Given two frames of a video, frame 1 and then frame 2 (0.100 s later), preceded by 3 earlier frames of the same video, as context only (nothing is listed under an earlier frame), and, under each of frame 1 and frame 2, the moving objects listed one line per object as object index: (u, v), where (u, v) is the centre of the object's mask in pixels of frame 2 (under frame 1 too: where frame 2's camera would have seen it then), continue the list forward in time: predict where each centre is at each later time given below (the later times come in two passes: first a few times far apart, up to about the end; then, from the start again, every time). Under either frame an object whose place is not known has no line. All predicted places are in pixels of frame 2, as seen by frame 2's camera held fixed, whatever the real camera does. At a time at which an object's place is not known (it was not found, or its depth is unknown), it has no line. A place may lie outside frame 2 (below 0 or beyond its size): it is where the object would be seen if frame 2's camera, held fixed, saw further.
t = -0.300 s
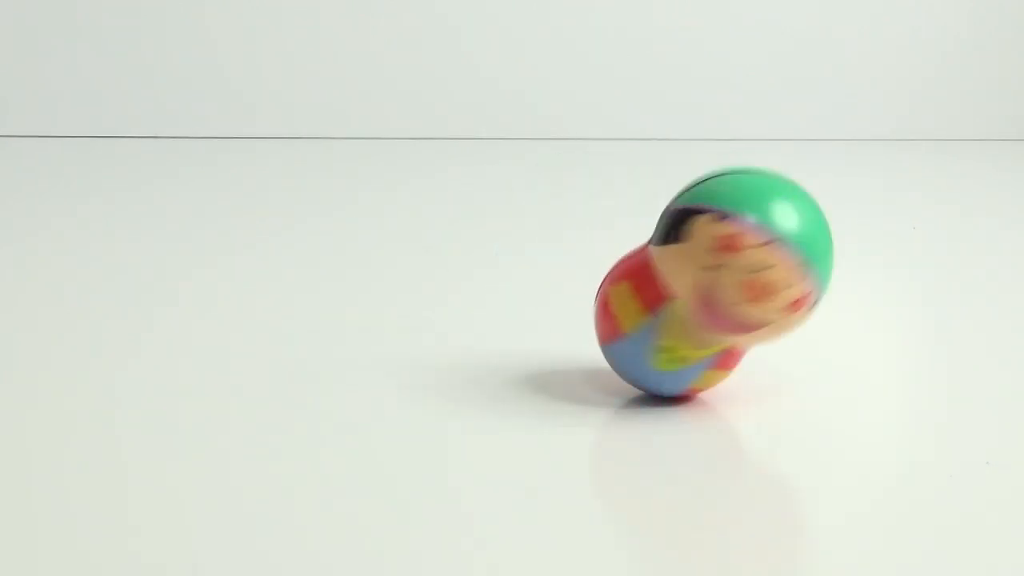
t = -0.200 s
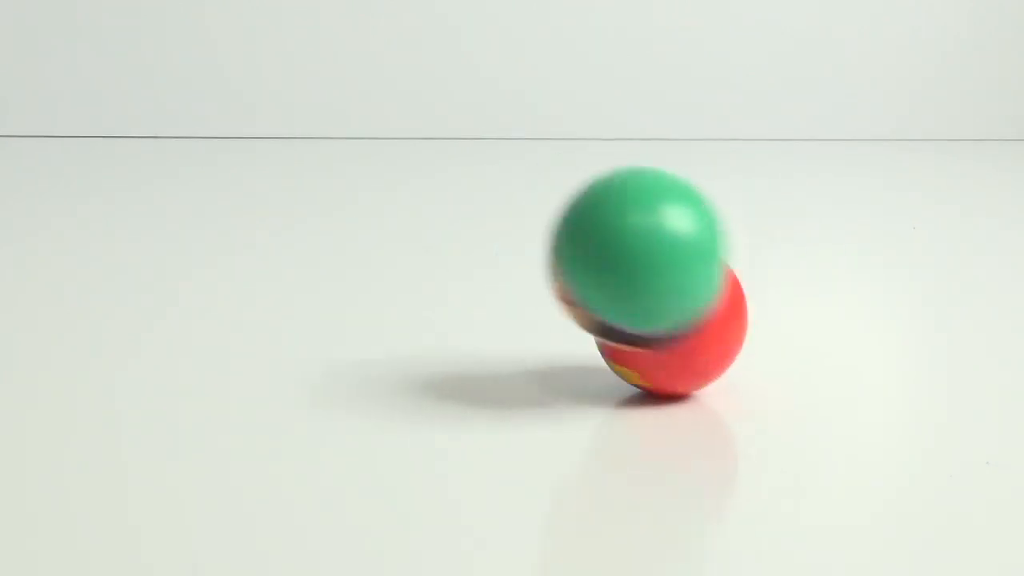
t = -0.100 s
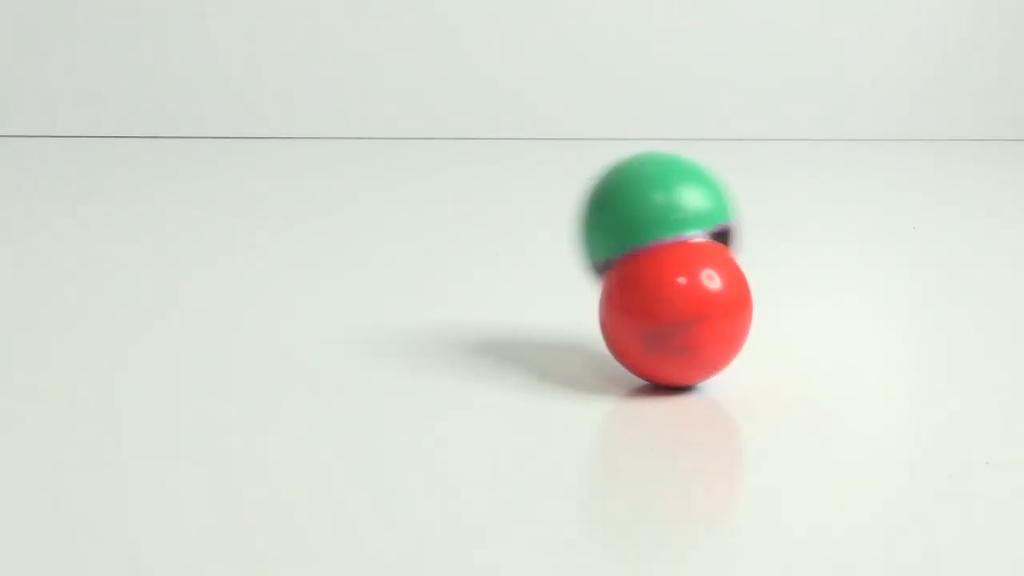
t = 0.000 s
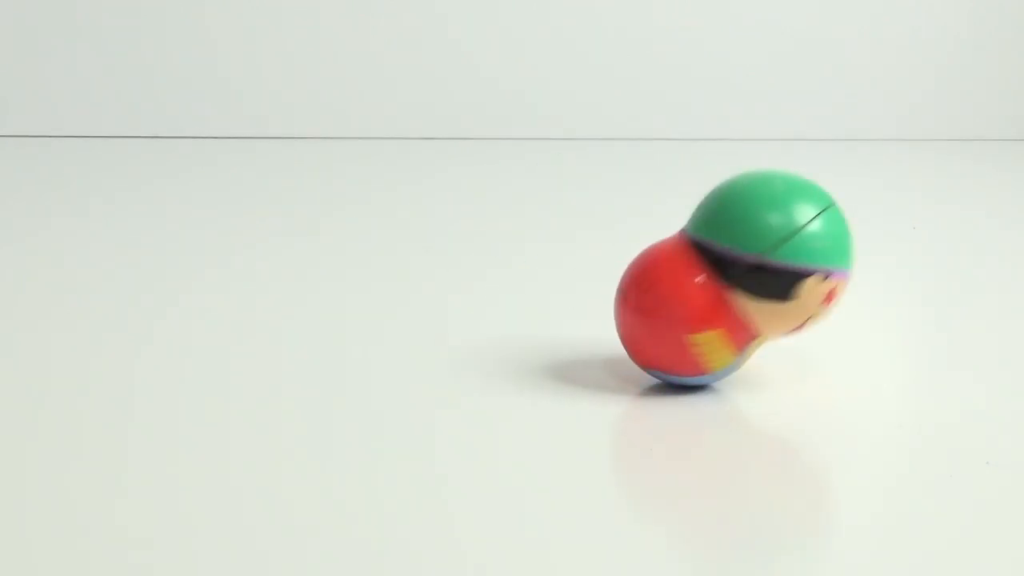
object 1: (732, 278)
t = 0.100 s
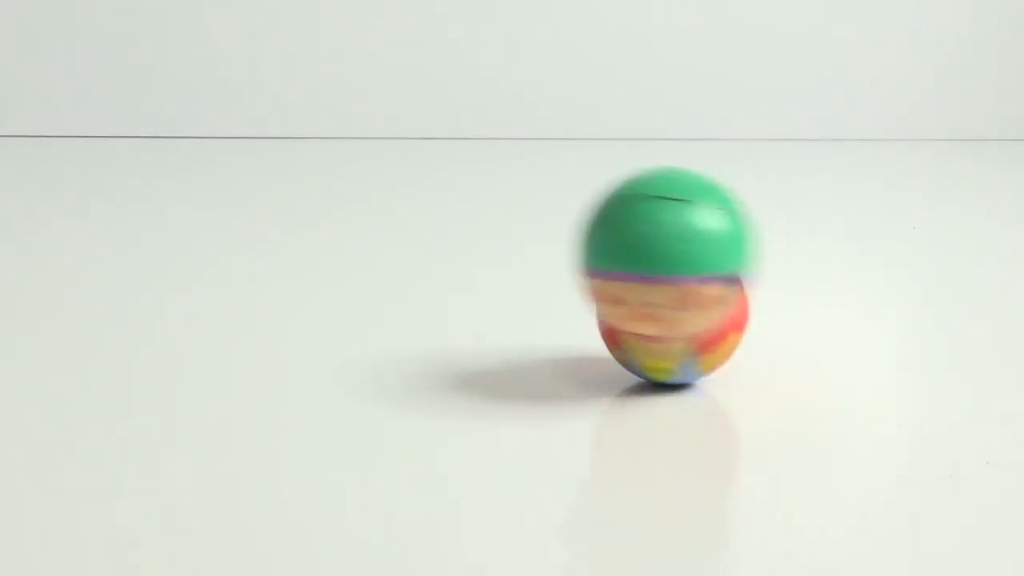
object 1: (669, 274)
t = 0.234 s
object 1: (651, 266)
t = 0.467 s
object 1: (598, 263)
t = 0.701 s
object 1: (644, 272)
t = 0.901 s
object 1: (663, 268)
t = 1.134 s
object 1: (643, 266)
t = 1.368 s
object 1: (697, 273)
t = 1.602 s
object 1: (725, 268)
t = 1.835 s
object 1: (634, 262)
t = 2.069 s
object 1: (667, 263)
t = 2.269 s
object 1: (660, 259)
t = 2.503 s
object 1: (598, 265)
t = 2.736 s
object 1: (684, 268)
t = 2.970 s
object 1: (659, 262)
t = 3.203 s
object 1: (657, 268)
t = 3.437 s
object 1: (693, 258)
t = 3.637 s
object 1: (595, 261)
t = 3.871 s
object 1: (659, 269)
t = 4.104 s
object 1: (653, 264)
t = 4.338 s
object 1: (712, 273)
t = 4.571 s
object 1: (782, 269)
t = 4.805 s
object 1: (732, 257)
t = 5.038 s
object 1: (700, 253)
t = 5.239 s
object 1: (643, 257)
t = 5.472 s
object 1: (665, 271)
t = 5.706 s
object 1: (687, 259)
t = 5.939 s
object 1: (638, 254)
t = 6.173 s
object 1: (626, 257)
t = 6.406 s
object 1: (634, 268)
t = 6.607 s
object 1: (666, 263)
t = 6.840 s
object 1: (679, 260)
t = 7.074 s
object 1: (622, 260)
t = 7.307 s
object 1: (668, 269)
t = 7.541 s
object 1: (638, 266)
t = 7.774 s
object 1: (648, 266)
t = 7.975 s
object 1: (701, 269)
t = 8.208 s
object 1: (683, 264)
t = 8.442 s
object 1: (664, 264)
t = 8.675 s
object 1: (674, 264)
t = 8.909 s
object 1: (678, 264)
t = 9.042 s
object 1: (682, 264)
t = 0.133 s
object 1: (638, 271)
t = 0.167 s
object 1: (625, 267)
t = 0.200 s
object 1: (632, 266)
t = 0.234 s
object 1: (651, 266)
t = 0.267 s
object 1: (672, 266)
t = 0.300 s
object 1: (690, 267)
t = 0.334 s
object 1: (698, 267)
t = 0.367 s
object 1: (688, 267)
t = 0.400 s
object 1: (661, 266)
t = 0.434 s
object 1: (625, 264)
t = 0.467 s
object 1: (598, 263)
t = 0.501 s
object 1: (593, 261)
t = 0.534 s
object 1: (606, 259)
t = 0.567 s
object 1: (628, 258)
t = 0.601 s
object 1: (650, 259)
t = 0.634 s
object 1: (665, 261)
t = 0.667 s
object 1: (664, 267)
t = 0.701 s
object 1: (644, 272)
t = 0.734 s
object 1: (614, 276)
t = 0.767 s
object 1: (594, 276)
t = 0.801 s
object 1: (592, 272)
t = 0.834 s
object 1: (607, 268)
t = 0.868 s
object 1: (633, 267)
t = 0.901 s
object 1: (663, 268)
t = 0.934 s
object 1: (688, 270)
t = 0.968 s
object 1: (701, 275)
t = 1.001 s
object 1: (696, 277)
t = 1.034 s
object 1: (676, 278)
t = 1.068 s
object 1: (653, 276)
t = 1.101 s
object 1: (640, 271)
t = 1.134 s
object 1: (643, 266)
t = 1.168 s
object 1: (662, 263)
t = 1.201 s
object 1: (687, 262)
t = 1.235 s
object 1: (712, 265)
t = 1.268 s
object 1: (730, 269)
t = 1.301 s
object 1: (736, 273)
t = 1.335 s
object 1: (723, 275)
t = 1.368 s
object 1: (697, 273)
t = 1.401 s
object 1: (670, 271)
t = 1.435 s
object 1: (652, 267)
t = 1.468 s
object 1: (651, 264)
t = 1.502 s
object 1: (664, 263)
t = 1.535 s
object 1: (684, 264)
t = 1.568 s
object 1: (706, 265)
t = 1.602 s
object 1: (725, 268)
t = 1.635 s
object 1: (735, 270)
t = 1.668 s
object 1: (730, 272)
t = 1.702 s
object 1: (710, 271)
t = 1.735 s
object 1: (677, 269)
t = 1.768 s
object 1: (648, 267)
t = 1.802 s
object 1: (632, 265)
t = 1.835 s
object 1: (634, 262)
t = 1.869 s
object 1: (647, 261)
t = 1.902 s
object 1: (666, 261)
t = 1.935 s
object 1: (685, 261)
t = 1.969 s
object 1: (699, 261)
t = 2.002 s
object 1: (704, 261)
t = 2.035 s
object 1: (693, 263)
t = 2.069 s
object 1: (667, 263)
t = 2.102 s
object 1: (638, 262)
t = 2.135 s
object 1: (617, 262)
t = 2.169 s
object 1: (612, 260)
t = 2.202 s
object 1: (621, 259)
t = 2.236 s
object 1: (639, 260)
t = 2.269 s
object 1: (660, 259)
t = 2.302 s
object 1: (678, 260)
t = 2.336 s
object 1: (686, 262)
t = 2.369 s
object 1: (681, 265)
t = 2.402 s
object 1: (659, 267)
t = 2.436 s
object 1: (630, 267)
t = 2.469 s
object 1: (607, 267)
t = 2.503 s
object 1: (598, 265)
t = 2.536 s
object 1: (605, 262)
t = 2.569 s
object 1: (624, 259)
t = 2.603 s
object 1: (646, 258)
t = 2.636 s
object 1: (667, 259)
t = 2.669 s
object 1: (682, 261)
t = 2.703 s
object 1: (689, 264)
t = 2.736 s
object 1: (684, 268)
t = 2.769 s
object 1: (666, 270)
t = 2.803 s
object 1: (643, 270)
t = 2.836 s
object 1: (625, 269)
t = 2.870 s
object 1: (617, 266)
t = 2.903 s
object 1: (622, 263)
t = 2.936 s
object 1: (638, 262)
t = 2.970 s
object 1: (659, 262)
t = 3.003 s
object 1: (682, 263)
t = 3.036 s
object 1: (702, 266)
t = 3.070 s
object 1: (715, 269)
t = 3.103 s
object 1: (716, 272)
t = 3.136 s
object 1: (704, 273)
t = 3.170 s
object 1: (682, 272)
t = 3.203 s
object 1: (657, 268)
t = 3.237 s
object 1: (638, 264)
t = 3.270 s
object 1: (632, 261)
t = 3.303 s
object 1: (638, 258)
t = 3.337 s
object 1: (651, 257)
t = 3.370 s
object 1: (669, 257)
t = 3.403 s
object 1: (684, 258)
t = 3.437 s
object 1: (693, 258)
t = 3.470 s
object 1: (692, 258)
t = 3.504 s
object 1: (677, 258)
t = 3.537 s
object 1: (651, 258)
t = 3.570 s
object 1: (623, 260)
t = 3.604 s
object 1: (603, 261)
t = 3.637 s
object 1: (595, 261)
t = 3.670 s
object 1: (600, 261)
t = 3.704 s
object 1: (614, 260)
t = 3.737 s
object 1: (631, 259)
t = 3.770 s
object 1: (650, 259)
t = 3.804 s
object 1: (663, 261)
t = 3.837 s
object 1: (667, 264)
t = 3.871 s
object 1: (659, 269)
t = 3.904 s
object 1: (642, 271)
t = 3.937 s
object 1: (624, 272)
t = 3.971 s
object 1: (614, 270)
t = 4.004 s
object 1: (615, 267)
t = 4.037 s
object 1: (625, 265)
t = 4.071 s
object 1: (639, 264)
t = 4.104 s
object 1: (653, 264)
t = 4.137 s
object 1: (665, 265)
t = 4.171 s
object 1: (673, 267)
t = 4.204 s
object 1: (682, 270)
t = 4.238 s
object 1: (691, 272)
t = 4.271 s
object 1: (699, 273)
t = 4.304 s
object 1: (706, 274)
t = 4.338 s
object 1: (712, 273)
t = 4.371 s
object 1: (720, 272)
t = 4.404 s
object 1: (730, 271)
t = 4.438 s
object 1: (746, 270)
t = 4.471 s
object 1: (760, 269)
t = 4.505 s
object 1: (766, 270)
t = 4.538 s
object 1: (776, 270)
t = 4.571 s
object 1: (782, 269)
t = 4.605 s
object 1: (784, 269)
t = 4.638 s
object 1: (781, 267)
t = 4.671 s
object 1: (772, 263)
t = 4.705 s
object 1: (762, 260)
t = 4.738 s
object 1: (749, 258)
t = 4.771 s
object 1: (738, 257)
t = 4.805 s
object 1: (732, 257)
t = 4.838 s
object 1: (727, 257)
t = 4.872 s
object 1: (724, 257)
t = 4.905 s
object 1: (721, 256)
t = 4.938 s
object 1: (718, 256)
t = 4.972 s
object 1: (714, 255)
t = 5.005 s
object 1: (709, 254)
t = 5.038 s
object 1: (700, 253)
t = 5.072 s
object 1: (688, 254)
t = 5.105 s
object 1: (672, 254)
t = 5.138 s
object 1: (657, 255)
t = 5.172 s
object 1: (645, 257)
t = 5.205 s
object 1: (641, 257)
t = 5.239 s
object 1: (643, 257)
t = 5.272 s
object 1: (650, 257)
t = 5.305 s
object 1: (662, 258)
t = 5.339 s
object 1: (676, 259)
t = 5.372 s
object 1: (684, 261)
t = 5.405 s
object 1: (685, 265)
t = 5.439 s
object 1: (678, 268)
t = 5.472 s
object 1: (665, 271)
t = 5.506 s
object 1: (651, 272)
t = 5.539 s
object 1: (640, 270)
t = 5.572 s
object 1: (639, 267)
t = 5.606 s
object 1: (645, 264)
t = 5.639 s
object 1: (659, 261)
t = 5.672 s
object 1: (676, 260)
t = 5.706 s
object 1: (687, 259)
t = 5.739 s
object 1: (692, 259)
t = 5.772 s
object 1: (691, 259)
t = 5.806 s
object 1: (686, 258)
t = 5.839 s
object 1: (677, 256)
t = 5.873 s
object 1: (664, 255)
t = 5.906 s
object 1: (649, 254)
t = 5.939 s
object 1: (638, 254)
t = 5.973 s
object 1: (630, 255)
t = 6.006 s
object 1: (623, 256)
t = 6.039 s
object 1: (617, 257)
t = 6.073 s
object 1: (614, 257)
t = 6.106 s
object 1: (615, 257)
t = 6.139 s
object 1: (620, 257)
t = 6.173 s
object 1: (626, 257)
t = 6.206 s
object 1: (633, 258)
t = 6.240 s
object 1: (639, 259)
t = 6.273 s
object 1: (641, 260)
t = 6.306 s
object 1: (640, 263)
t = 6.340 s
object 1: (639, 265)
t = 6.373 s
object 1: (636, 267)
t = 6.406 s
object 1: (634, 268)
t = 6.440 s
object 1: (633, 268)
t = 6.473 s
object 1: (634, 267)
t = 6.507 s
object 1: (638, 266)
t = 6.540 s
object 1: (646, 264)
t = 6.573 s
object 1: (655, 263)
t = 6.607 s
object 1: (666, 263)
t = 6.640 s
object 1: (677, 263)
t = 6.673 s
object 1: (685, 263)
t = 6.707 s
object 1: (691, 264)
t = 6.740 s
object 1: (693, 264)
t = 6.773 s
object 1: (690, 263)
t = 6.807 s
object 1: (686, 262)
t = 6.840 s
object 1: (679, 260)
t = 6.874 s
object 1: (671, 259)
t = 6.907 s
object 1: (661, 258)
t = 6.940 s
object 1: (647, 258)
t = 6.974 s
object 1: (633, 258)
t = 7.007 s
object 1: (625, 259)
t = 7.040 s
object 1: (621, 260)
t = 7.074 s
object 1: (622, 260)
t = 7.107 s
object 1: (626, 260)
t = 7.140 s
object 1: (633, 261)
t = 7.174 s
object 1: (646, 262)
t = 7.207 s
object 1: (659, 264)
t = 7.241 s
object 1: (668, 266)
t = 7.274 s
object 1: (672, 268)
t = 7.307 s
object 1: (668, 269)
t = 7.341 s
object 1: (659, 270)
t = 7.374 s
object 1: (648, 268)
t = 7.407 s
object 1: (638, 266)
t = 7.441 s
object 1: (633, 264)
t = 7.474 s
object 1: (633, 264)
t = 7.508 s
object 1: (635, 265)
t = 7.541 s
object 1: (638, 266)
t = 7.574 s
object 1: (644, 267)
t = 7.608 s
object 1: (652, 267)
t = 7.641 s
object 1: (657, 267)
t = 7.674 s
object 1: (655, 267)
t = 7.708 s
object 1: (648, 267)
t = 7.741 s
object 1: (645, 267)
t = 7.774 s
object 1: (648, 266)
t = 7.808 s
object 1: (656, 266)
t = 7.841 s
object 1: (666, 266)
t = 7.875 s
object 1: (678, 266)
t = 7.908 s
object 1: (688, 267)
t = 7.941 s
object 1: (696, 268)
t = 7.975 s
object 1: (701, 269)
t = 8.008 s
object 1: (701, 269)
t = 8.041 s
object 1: (696, 268)
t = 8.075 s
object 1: (691, 268)
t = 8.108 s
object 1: (689, 266)
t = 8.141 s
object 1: (685, 265)
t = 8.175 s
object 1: (682, 264)
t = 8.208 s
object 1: (683, 264)
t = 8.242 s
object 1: (684, 265)
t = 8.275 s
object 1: (683, 266)
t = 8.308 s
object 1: (678, 267)
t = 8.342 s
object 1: (673, 267)
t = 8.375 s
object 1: (667, 267)
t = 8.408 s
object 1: (664, 265)
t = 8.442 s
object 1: (664, 264)
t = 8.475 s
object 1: (662, 264)
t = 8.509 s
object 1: (662, 264)
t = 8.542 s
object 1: (665, 265)
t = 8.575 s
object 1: (670, 264)
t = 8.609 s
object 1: (672, 264)
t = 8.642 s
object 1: (672, 264)
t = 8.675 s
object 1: (674, 264)
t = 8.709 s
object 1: (675, 264)
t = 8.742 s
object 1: (676, 264)
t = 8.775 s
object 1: (676, 264)
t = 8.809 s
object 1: (674, 264)
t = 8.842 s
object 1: (673, 264)
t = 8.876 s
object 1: (674, 264)
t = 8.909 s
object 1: (678, 264)
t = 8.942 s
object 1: (681, 264)
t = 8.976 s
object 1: (683, 264)
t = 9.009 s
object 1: (683, 264)
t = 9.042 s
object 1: (682, 264)
